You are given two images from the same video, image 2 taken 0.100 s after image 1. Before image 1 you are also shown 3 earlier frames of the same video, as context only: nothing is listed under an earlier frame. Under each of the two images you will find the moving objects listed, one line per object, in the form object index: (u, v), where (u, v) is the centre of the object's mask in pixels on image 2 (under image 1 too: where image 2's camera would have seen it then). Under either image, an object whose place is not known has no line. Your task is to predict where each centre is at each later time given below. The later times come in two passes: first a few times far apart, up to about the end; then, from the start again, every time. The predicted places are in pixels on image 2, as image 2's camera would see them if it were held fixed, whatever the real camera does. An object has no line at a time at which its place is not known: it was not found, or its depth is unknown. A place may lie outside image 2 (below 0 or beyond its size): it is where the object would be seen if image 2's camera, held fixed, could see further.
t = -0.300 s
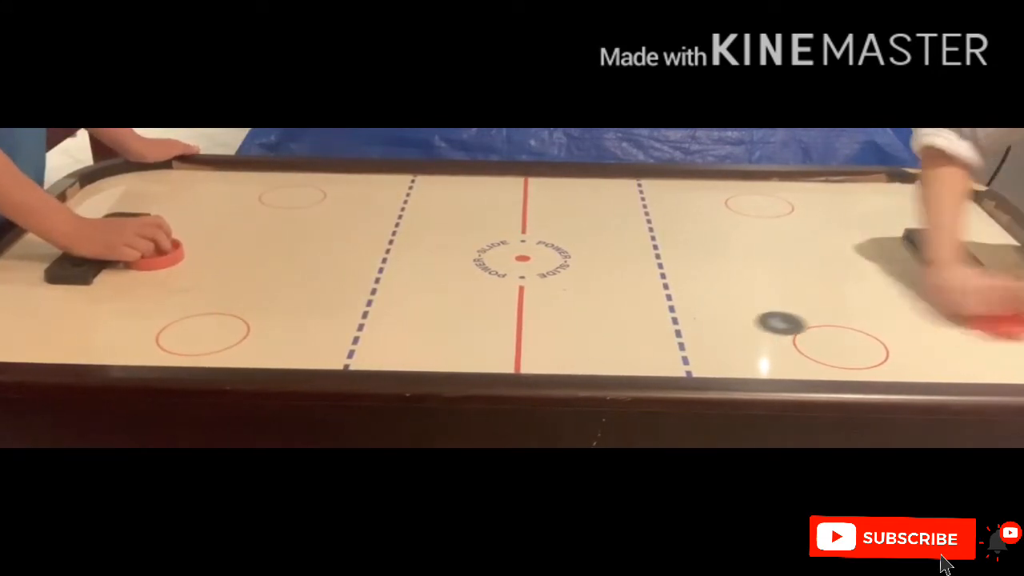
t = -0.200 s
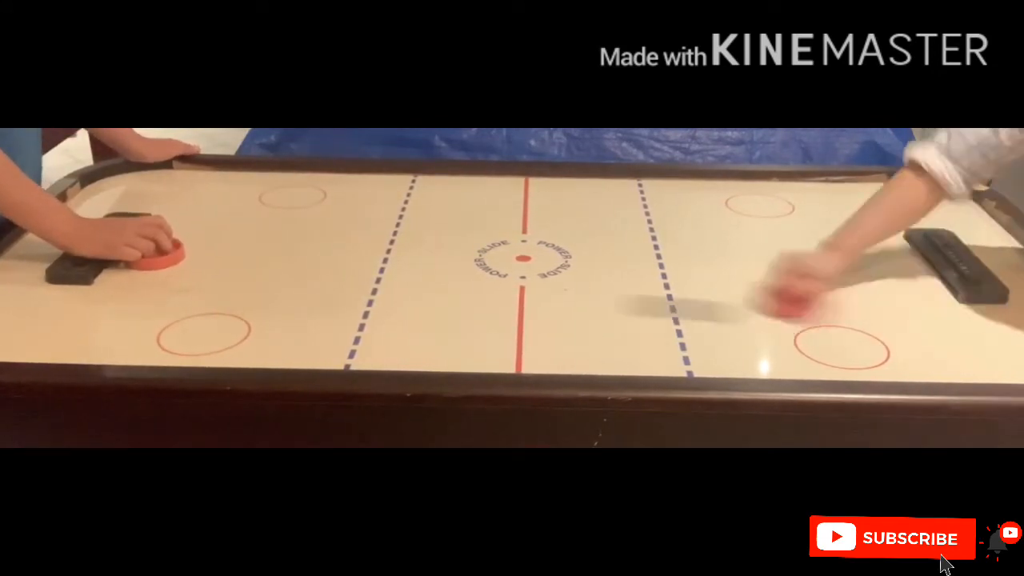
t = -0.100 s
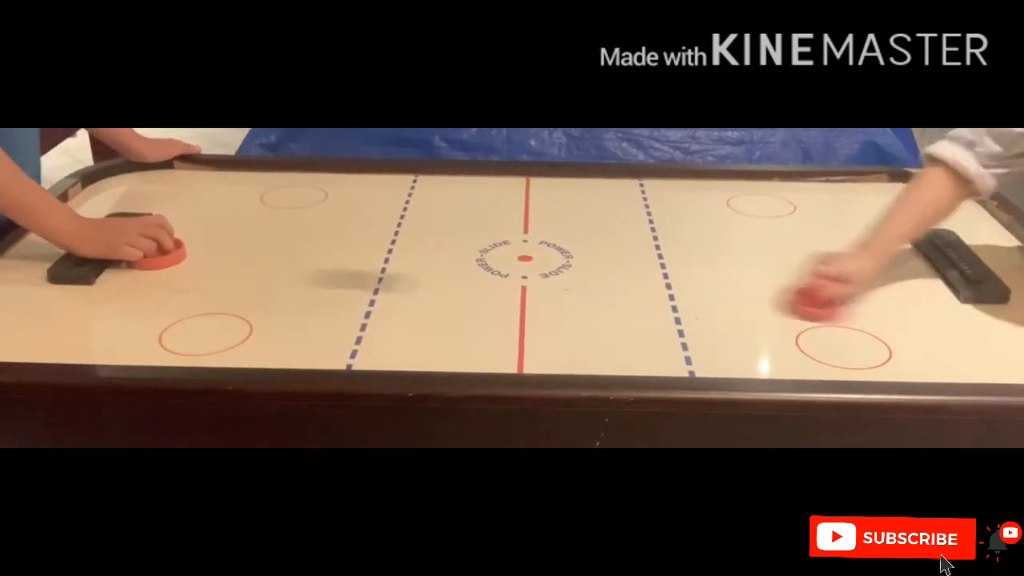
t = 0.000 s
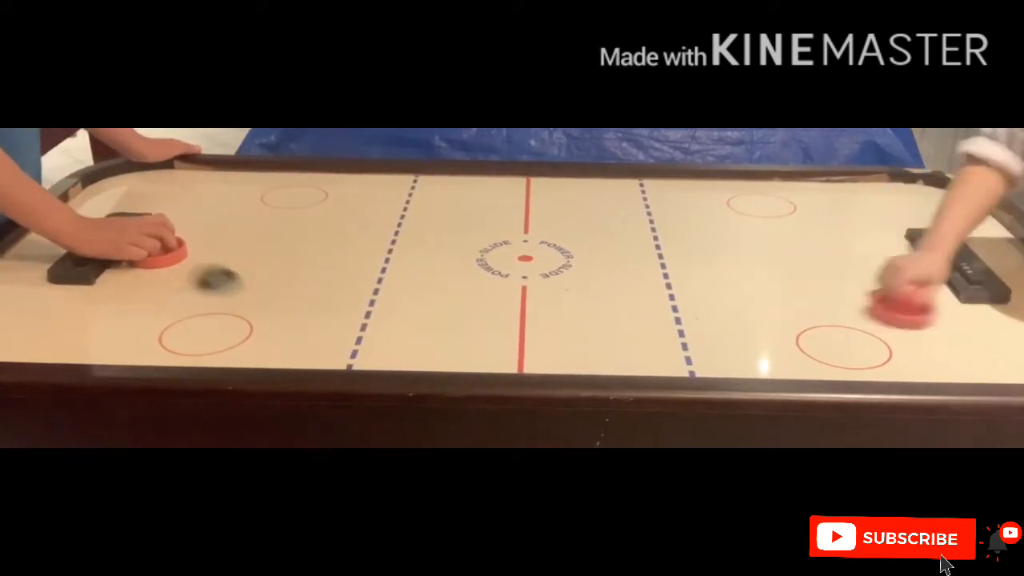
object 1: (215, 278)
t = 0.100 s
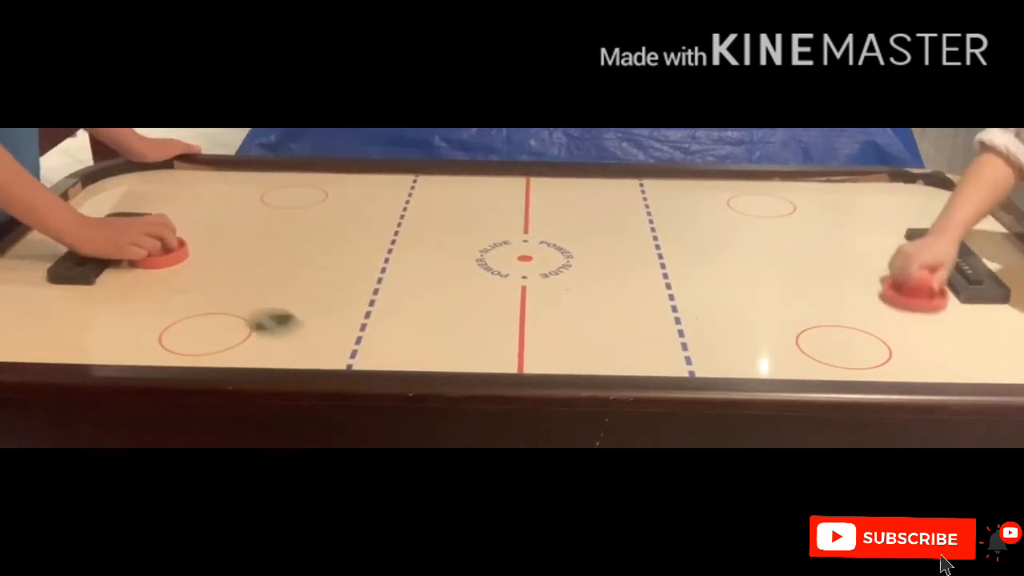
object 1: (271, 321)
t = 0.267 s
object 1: (366, 361)
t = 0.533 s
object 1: (503, 311)
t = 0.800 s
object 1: (614, 269)
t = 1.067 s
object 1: (705, 234)
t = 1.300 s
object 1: (774, 206)
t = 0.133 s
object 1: (289, 334)
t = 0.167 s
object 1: (307, 346)
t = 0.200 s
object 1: (327, 358)
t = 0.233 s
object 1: (347, 364)
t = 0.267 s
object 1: (366, 361)
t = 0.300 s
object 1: (386, 356)
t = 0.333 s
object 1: (405, 349)
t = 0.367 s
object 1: (422, 342)
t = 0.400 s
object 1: (438, 336)
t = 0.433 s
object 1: (455, 330)
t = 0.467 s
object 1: (471, 324)
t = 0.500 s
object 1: (487, 318)
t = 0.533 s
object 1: (503, 311)
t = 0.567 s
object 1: (519, 306)
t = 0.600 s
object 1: (533, 300)
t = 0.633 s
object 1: (549, 294)
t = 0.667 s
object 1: (561, 290)
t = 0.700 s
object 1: (575, 285)
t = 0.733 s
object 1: (589, 279)
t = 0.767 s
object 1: (601, 274)
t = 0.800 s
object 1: (614, 269)
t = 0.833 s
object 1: (627, 264)
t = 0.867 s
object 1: (638, 260)
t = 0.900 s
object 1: (650, 255)
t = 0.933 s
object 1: (662, 251)
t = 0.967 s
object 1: (674, 246)
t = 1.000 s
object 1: (684, 242)
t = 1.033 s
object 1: (695, 238)
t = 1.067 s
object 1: (705, 234)
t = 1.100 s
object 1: (715, 230)
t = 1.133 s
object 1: (725, 226)
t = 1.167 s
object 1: (735, 222)
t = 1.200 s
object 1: (745, 218)
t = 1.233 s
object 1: (755, 214)
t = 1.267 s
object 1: (765, 210)
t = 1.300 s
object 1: (774, 206)
